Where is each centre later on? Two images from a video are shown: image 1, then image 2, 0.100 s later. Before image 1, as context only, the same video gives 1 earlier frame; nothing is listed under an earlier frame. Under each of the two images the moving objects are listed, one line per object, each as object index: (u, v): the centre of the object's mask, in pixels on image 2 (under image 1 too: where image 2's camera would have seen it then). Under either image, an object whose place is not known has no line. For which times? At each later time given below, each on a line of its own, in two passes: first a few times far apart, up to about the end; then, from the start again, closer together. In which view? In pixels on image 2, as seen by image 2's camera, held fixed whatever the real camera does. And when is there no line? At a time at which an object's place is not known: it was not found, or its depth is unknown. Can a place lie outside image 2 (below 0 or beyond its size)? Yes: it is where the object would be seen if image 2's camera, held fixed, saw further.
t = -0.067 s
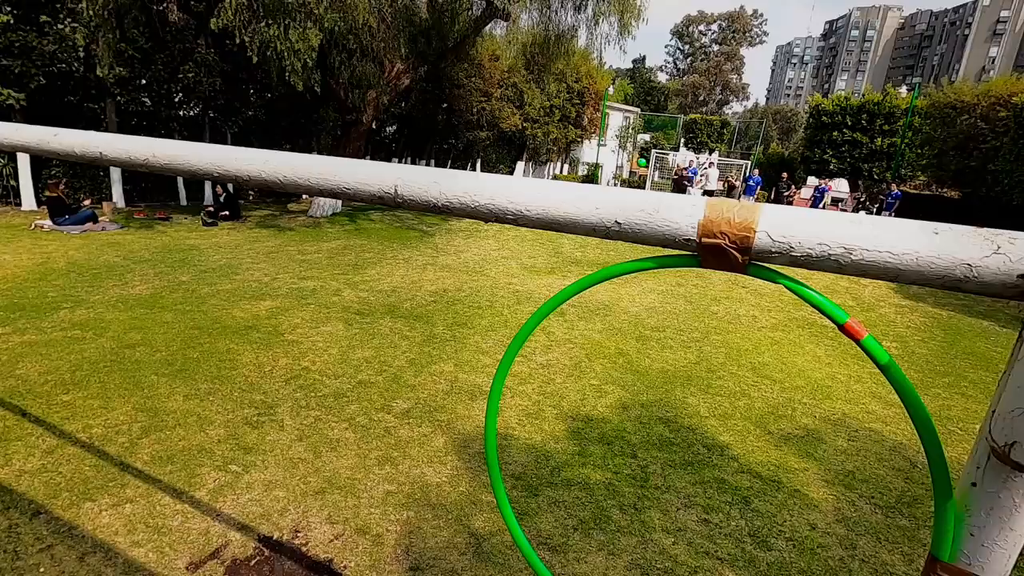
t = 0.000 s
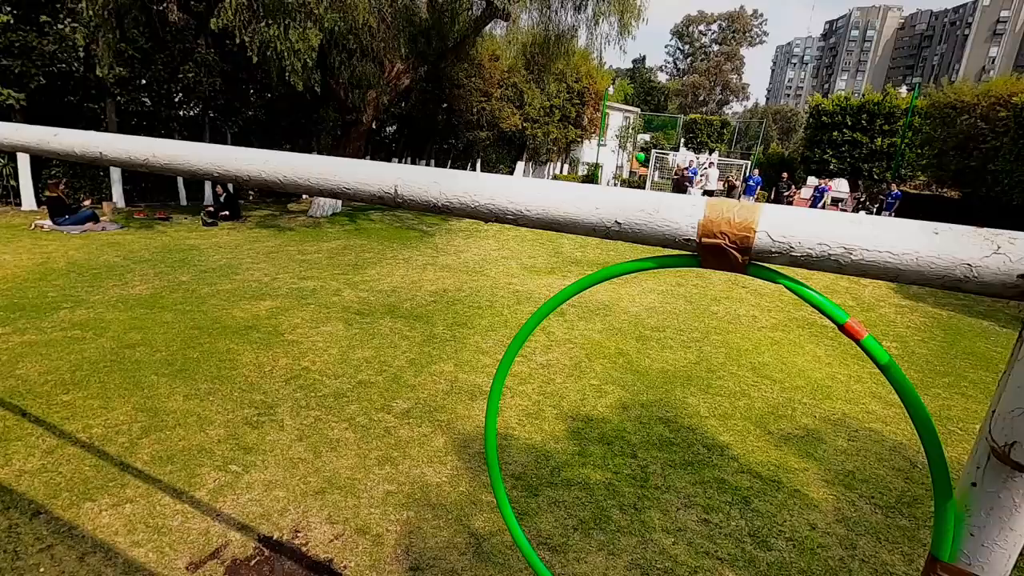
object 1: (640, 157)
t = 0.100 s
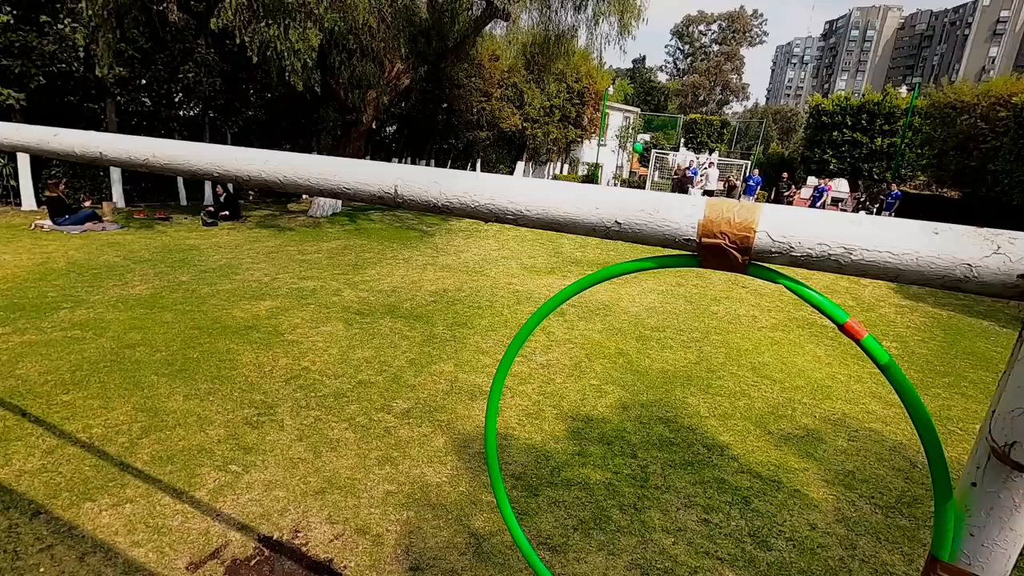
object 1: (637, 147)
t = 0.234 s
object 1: (633, 137)
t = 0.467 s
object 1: (623, 116)
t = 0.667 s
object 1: (609, 99)
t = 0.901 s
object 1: (582, 83)
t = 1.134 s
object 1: (533, 72)
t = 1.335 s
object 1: (443, 79)
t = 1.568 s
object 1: (116, 179)
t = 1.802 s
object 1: (378, 489)
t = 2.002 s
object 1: (459, 514)
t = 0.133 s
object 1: (636, 145)
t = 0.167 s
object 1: (635, 143)
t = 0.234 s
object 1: (633, 137)
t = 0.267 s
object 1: (632, 134)
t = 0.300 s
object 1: (631, 131)
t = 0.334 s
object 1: (629, 128)
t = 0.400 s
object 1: (627, 122)
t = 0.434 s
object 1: (625, 120)
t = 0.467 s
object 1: (623, 116)
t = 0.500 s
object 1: (621, 114)
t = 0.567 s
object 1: (616, 108)
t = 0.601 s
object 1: (614, 105)
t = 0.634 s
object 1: (612, 102)
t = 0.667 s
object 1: (609, 99)
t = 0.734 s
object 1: (603, 95)
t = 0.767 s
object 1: (599, 93)
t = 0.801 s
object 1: (597, 90)
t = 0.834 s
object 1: (592, 88)
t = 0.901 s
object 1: (582, 83)
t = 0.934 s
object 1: (577, 81)
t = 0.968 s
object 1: (572, 78)
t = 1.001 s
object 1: (566, 77)
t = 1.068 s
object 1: (551, 75)
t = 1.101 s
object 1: (543, 73)
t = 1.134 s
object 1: (533, 72)
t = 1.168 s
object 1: (522, 72)
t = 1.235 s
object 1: (497, 73)
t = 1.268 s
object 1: (482, 74)
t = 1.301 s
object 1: (464, 76)
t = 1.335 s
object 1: (443, 79)
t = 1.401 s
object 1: (390, 87)
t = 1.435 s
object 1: (354, 94)
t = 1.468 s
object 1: (310, 104)
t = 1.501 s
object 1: (253, 115)
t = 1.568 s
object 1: (116, 179)
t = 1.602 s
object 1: (176, 239)
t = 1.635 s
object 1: (226, 298)
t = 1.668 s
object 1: (269, 347)
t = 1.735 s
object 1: (332, 426)
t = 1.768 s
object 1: (356, 459)
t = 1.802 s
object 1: (378, 489)
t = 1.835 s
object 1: (397, 516)
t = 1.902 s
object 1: (429, 557)
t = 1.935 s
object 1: (442, 565)
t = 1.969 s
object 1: (451, 545)
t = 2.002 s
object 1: (459, 514)
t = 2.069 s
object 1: (472, 455)
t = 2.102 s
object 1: (483, 427)
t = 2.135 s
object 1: (490, 400)
